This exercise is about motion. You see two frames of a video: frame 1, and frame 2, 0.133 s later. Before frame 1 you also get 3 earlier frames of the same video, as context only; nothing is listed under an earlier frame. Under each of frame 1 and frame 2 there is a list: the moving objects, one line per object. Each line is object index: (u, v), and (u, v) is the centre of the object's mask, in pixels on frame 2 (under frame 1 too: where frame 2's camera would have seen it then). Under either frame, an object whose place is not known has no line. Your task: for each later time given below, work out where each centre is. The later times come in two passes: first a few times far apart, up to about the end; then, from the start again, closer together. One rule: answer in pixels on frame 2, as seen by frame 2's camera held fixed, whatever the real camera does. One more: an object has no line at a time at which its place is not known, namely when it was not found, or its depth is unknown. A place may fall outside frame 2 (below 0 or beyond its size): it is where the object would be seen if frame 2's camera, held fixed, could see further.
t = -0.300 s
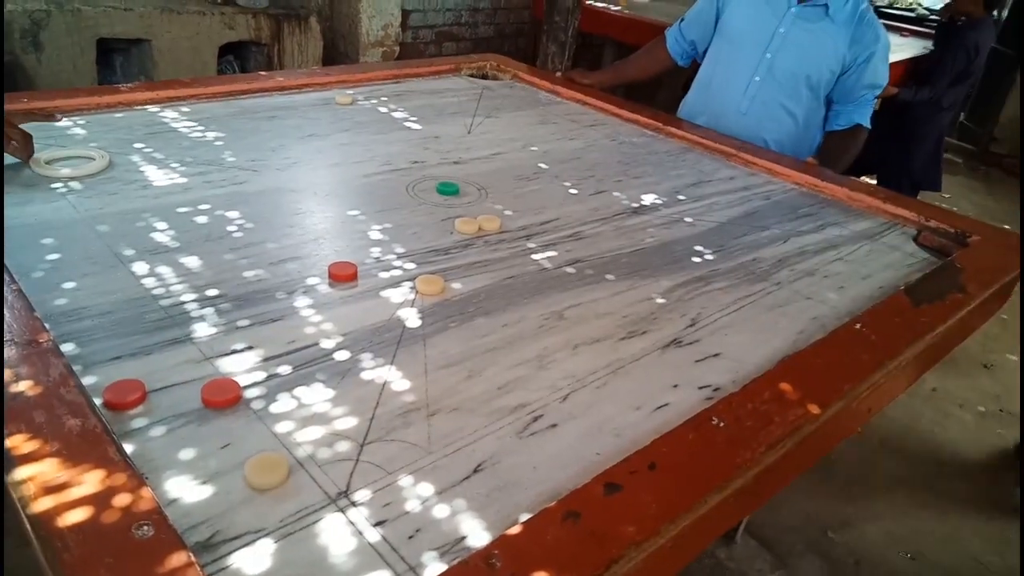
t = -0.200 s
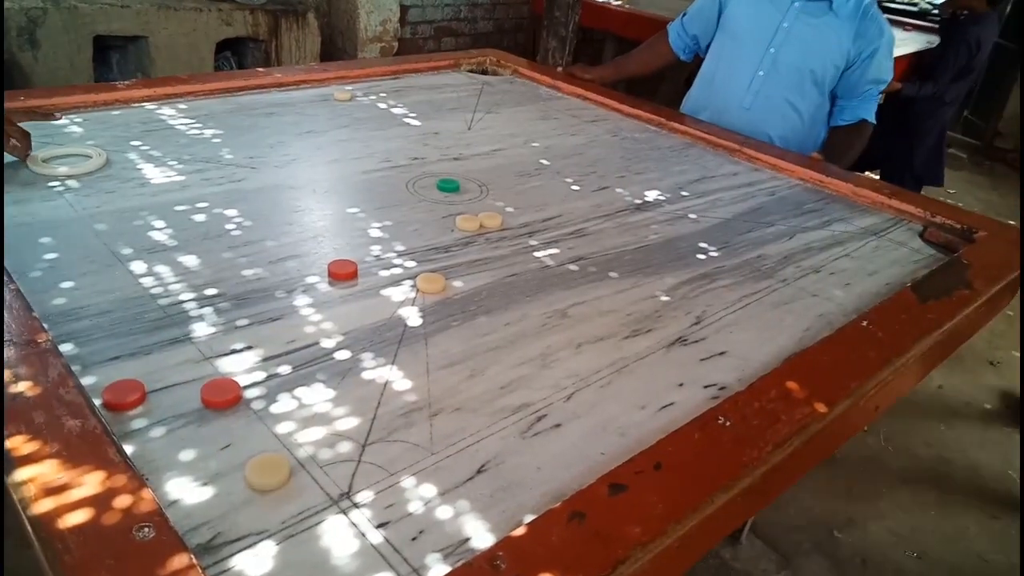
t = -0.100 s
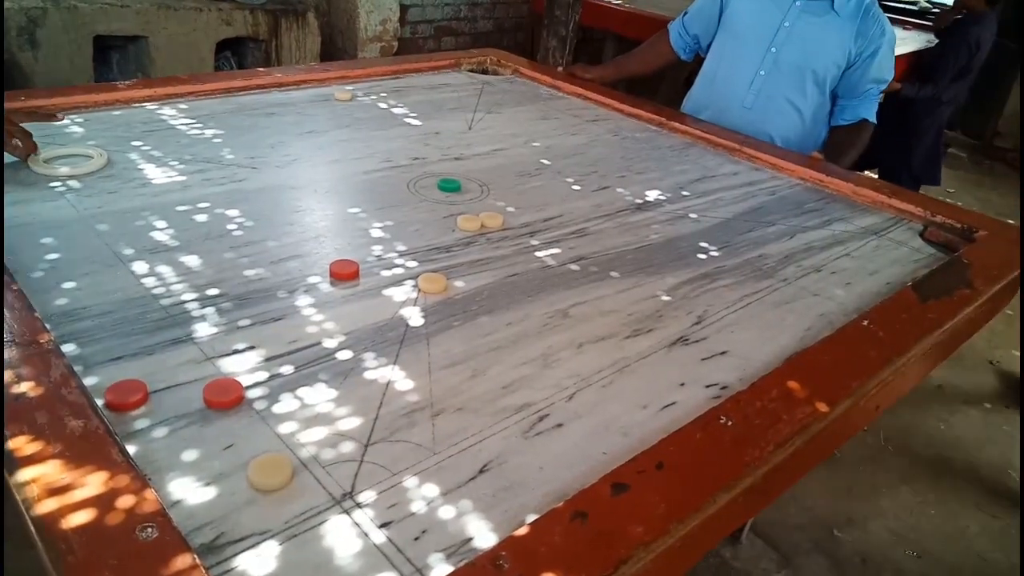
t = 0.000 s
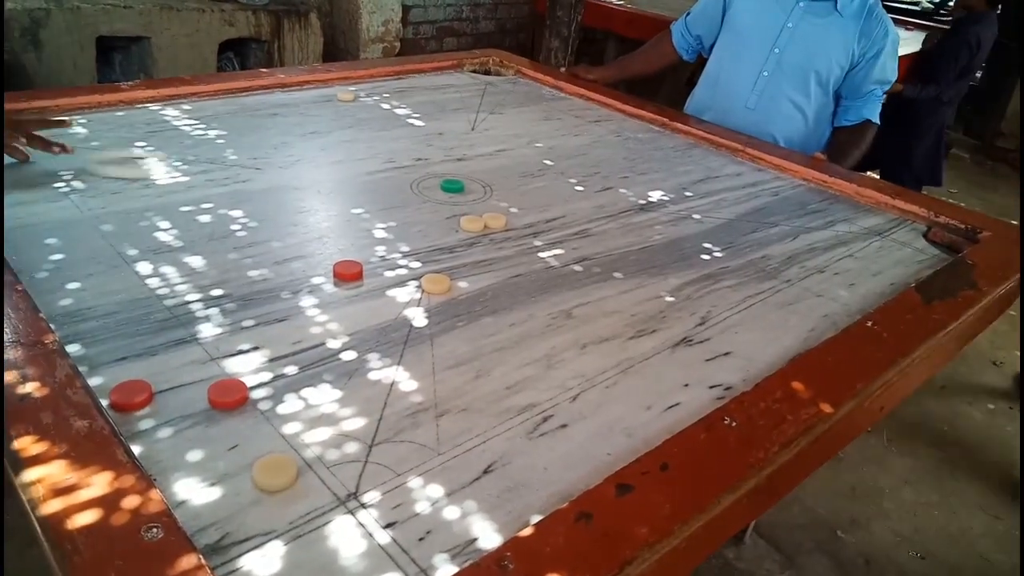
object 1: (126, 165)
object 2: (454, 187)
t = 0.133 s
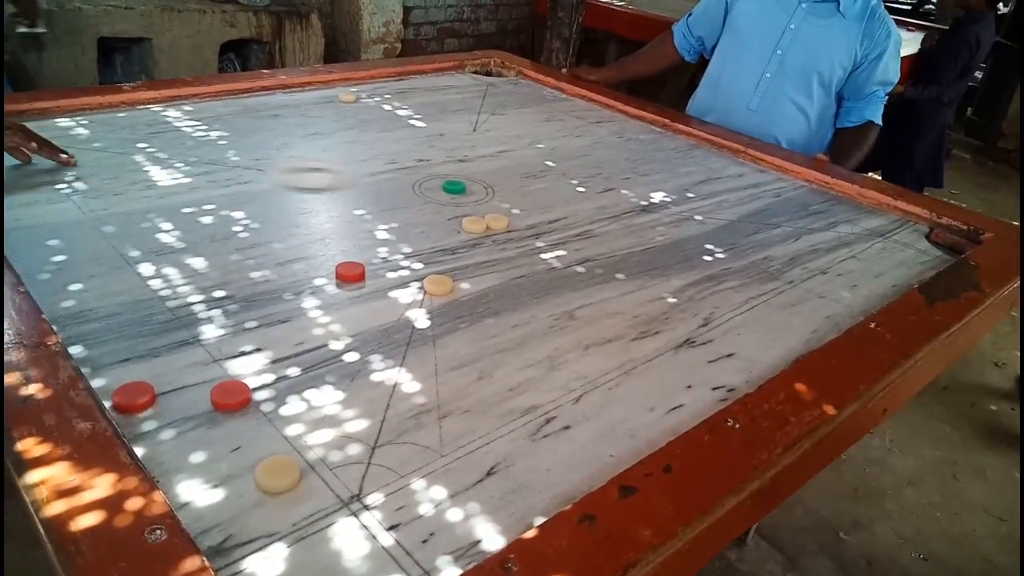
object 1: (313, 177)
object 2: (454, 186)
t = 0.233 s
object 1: (430, 180)
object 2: (476, 190)
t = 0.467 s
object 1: (622, 183)
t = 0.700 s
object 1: (778, 184)
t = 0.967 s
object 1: (769, 218)
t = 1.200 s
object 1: (741, 258)
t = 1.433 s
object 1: (712, 302)
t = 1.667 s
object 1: (679, 348)
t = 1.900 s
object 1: (648, 394)
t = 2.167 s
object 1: (611, 428)
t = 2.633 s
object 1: (565, 453)
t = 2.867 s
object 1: (562, 455)
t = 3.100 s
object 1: (562, 456)
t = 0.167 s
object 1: (356, 179)
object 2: (454, 186)
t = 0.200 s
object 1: (396, 180)
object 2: (454, 186)
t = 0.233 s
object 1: (430, 180)
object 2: (476, 190)
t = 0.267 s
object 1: (460, 181)
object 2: (513, 196)
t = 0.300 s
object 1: (489, 182)
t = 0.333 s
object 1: (517, 182)
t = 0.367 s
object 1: (544, 182)
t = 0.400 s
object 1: (571, 182)
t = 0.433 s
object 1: (597, 183)
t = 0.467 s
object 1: (622, 183)
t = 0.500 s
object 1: (648, 183)
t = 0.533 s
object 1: (669, 183)
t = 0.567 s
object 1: (693, 184)
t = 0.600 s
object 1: (716, 184)
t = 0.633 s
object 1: (738, 184)
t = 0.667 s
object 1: (760, 184)
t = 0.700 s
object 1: (778, 184)
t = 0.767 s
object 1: (787, 186)
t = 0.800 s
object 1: (785, 191)
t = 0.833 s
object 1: (782, 197)
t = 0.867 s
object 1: (779, 202)
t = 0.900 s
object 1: (775, 207)
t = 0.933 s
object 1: (772, 212)
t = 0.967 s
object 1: (769, 218)
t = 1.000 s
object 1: (765, 224)
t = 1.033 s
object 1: (761, 229)
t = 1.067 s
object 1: (758, 235)
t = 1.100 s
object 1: (753, 240)
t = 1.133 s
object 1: (750, 246)
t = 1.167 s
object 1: (745, 252)
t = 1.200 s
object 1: (741, 258)
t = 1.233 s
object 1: (737, 264)
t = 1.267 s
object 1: (733, 270)
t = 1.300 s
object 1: (728, 277)
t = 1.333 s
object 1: (724, 283)
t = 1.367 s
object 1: (720, 289)
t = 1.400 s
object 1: (716, 296)
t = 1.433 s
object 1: (712, 302)
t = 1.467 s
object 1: (708, 309)
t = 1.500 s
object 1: (703, 315)
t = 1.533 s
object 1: (698, 322)
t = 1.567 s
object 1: (694, 329)
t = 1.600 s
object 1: (690, 335)
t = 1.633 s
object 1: (685, 341)
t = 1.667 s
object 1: (679, 348)
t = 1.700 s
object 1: (675, 355)
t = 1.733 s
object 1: (669, 361)
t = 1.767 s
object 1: (665, 368)
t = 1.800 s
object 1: (662, 374)
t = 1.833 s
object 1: (657, 382)
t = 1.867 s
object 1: (653, 387)
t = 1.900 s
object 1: (648, 394)
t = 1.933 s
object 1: (645, 400)
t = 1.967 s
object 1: (641, 406)
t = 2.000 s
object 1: (636, 411)
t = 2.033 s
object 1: (632, 416)
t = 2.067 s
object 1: (626, 420)
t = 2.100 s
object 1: (621, 423)
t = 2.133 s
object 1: (616, 426)
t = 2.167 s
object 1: (611, 428)
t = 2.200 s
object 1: (606, 431)
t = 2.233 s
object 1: (600, 433)
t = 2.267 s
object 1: (595, 436)
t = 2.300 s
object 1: (591, 438)
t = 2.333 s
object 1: (587, 440)
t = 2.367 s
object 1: (583, 441)
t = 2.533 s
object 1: (570, 450)
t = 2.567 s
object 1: (568, 451)
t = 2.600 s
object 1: (567, 452)
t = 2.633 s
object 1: (565, 453)
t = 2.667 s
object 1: (564, 454)
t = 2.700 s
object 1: (564, 455)
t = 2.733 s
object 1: (563, 455)
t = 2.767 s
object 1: (562, 456)
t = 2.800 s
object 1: (562, 456)
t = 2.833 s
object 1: (562, 456)
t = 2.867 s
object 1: (562, 455)
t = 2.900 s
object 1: (562, 456)
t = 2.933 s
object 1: (562, 456)
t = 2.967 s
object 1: (562, 456)
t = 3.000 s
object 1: (562, 455)
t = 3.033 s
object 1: (562, 455)
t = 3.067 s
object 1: (562, 455)
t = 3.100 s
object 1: (562, 456)
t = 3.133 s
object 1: (562, 455)
